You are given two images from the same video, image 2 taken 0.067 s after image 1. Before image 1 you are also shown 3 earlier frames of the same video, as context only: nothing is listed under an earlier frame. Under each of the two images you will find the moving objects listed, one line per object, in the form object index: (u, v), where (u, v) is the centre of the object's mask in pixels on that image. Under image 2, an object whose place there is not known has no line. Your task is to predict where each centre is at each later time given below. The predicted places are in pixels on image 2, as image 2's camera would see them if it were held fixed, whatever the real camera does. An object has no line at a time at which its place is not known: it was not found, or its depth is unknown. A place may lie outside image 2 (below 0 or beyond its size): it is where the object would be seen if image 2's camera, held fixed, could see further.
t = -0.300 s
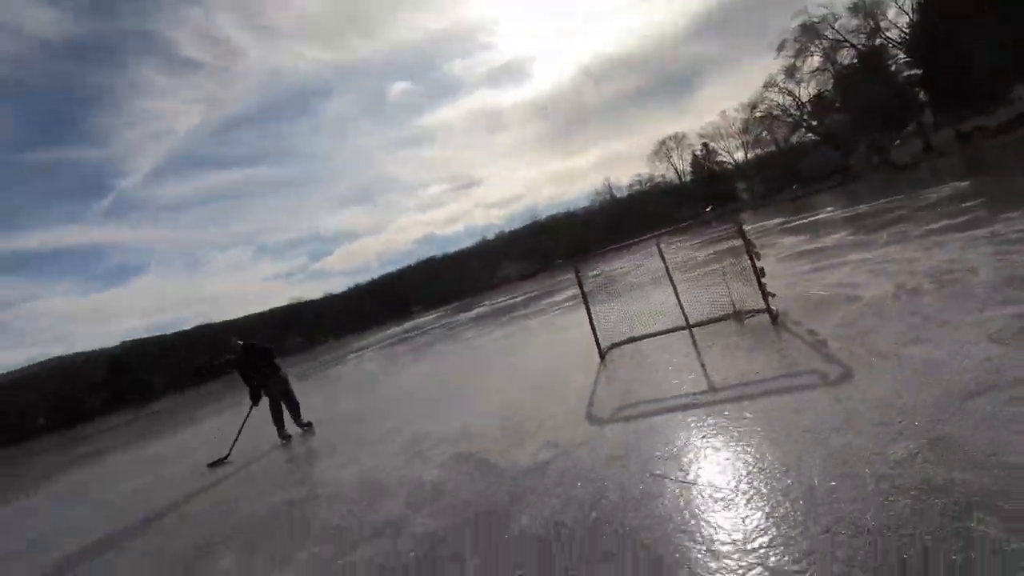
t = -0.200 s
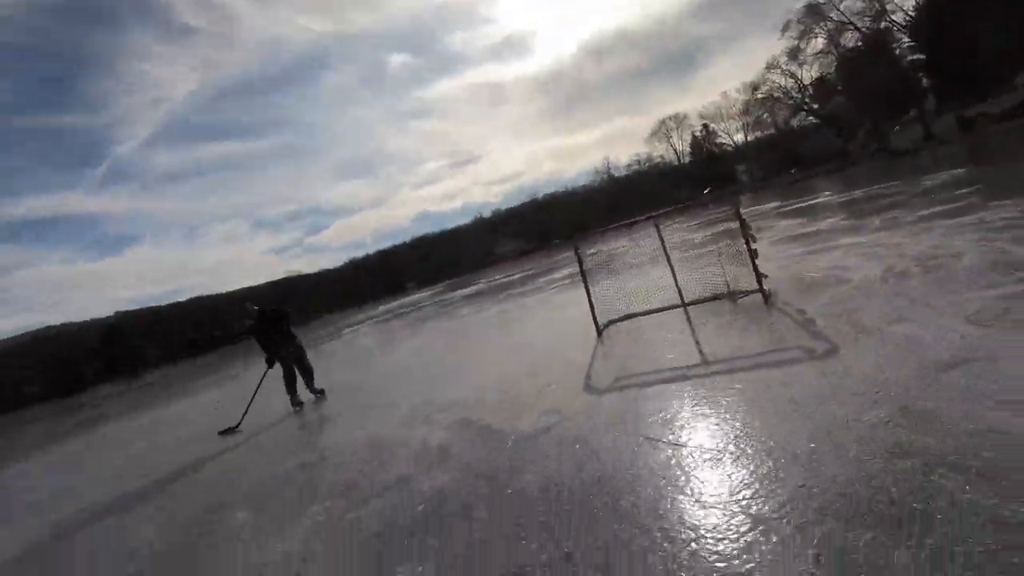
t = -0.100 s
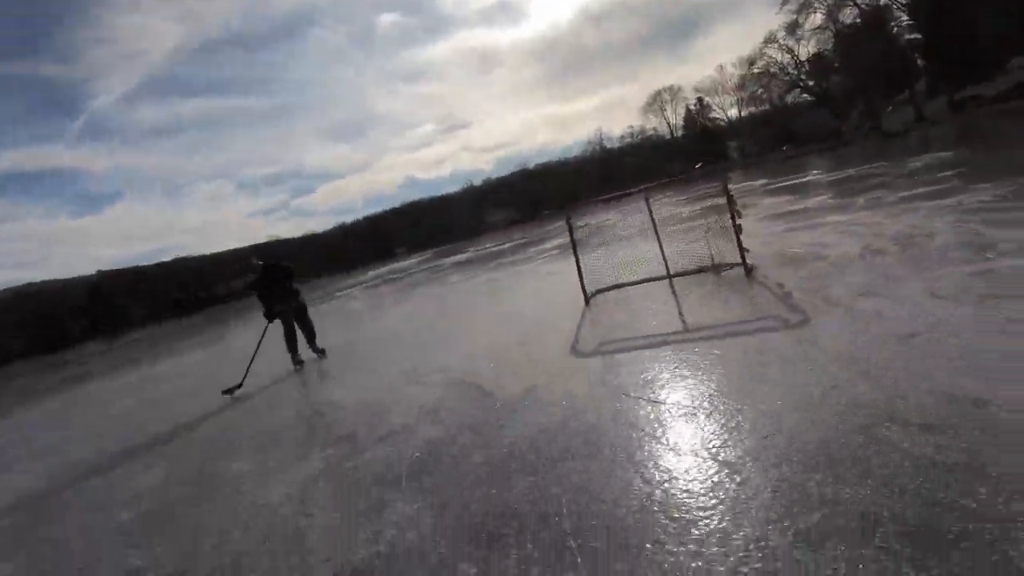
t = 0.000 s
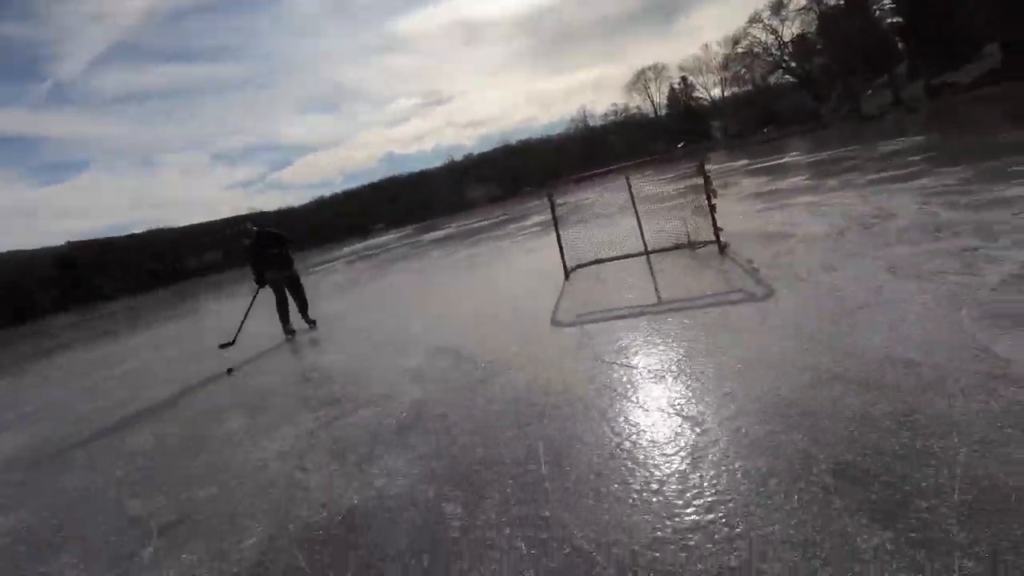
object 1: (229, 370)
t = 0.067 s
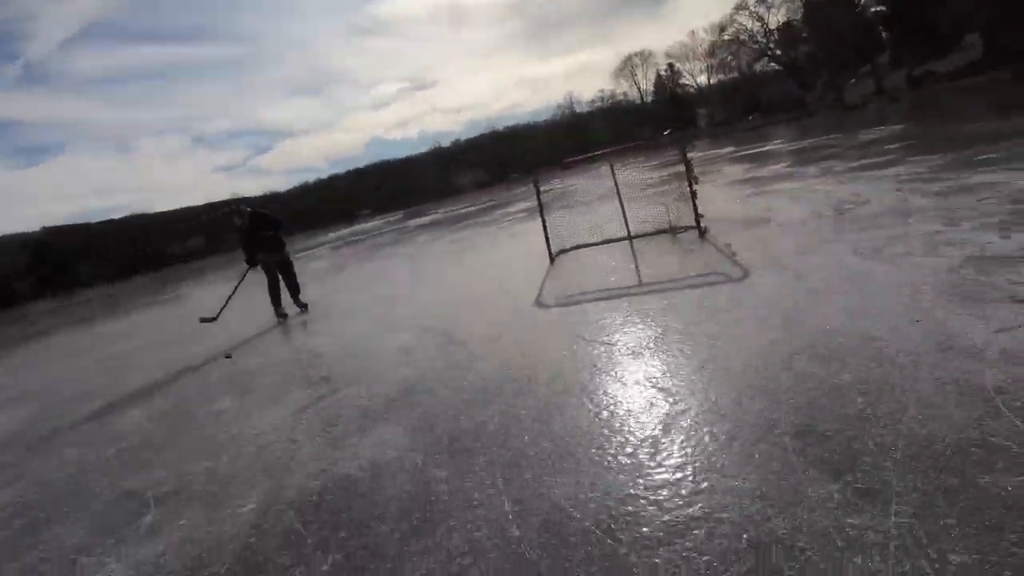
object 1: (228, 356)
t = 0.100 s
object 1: (234, 359)
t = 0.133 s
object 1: (240, 362)
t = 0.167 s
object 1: (248, 368)
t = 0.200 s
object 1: (256, 372)
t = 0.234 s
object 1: (262, 371)
